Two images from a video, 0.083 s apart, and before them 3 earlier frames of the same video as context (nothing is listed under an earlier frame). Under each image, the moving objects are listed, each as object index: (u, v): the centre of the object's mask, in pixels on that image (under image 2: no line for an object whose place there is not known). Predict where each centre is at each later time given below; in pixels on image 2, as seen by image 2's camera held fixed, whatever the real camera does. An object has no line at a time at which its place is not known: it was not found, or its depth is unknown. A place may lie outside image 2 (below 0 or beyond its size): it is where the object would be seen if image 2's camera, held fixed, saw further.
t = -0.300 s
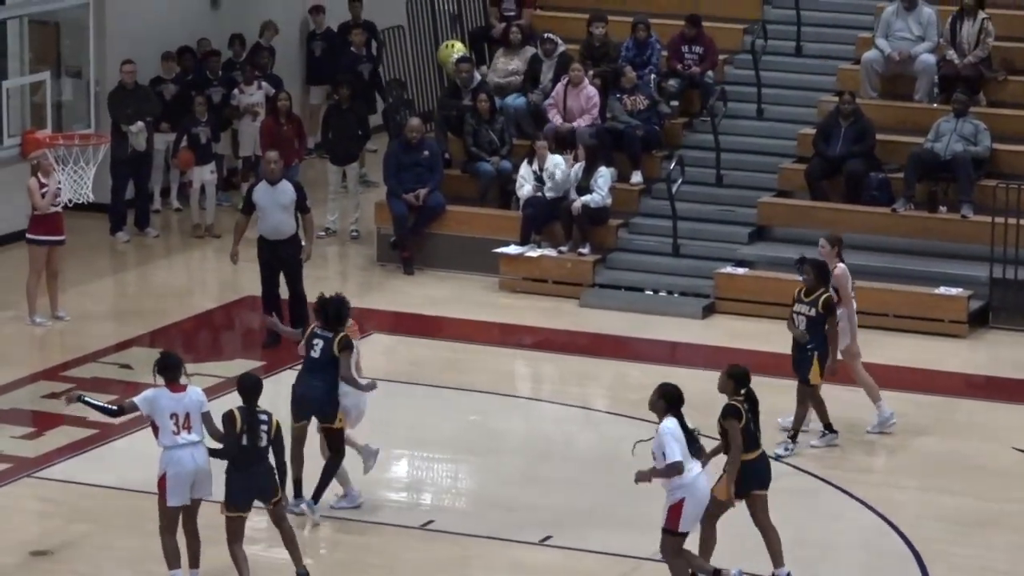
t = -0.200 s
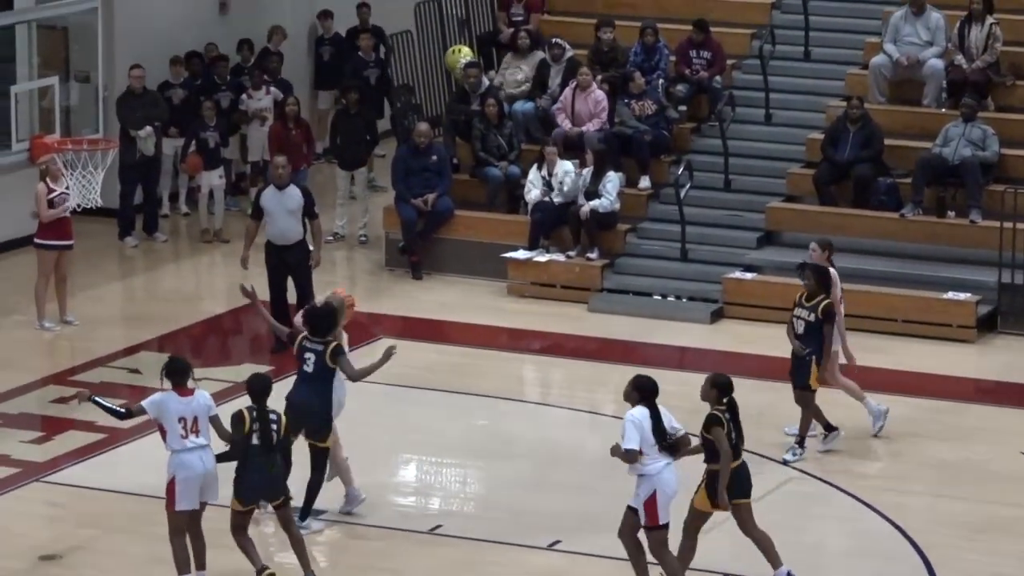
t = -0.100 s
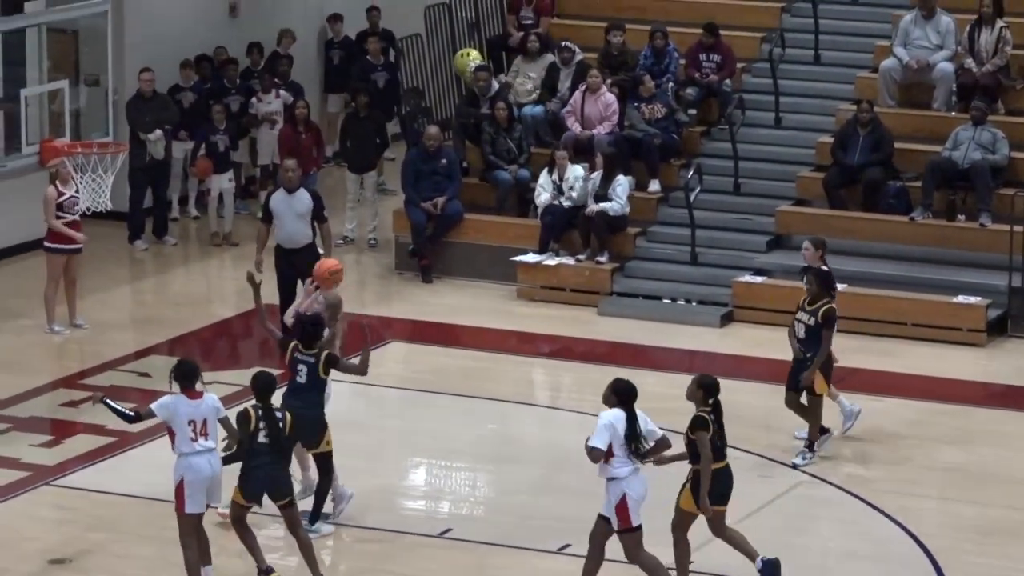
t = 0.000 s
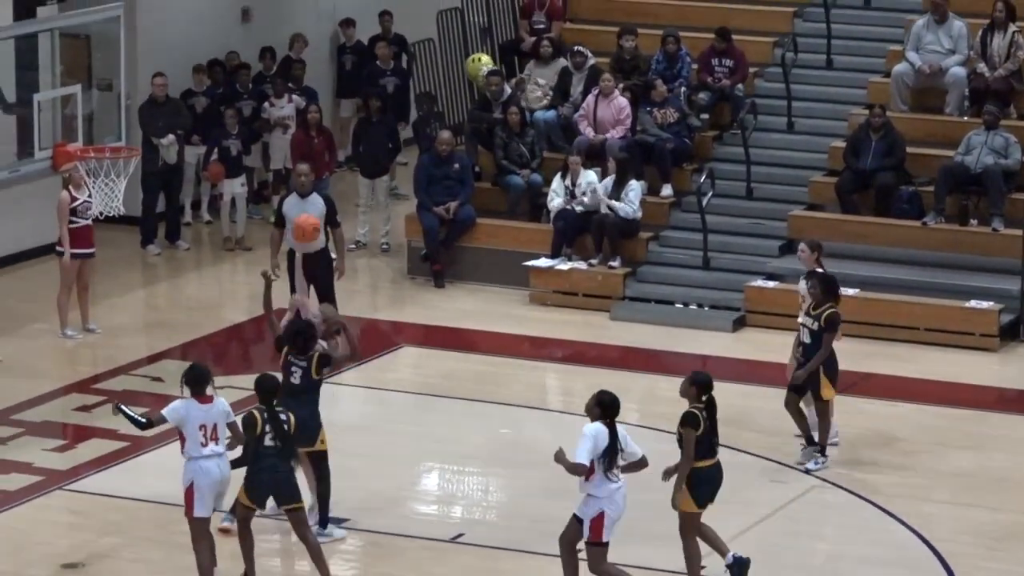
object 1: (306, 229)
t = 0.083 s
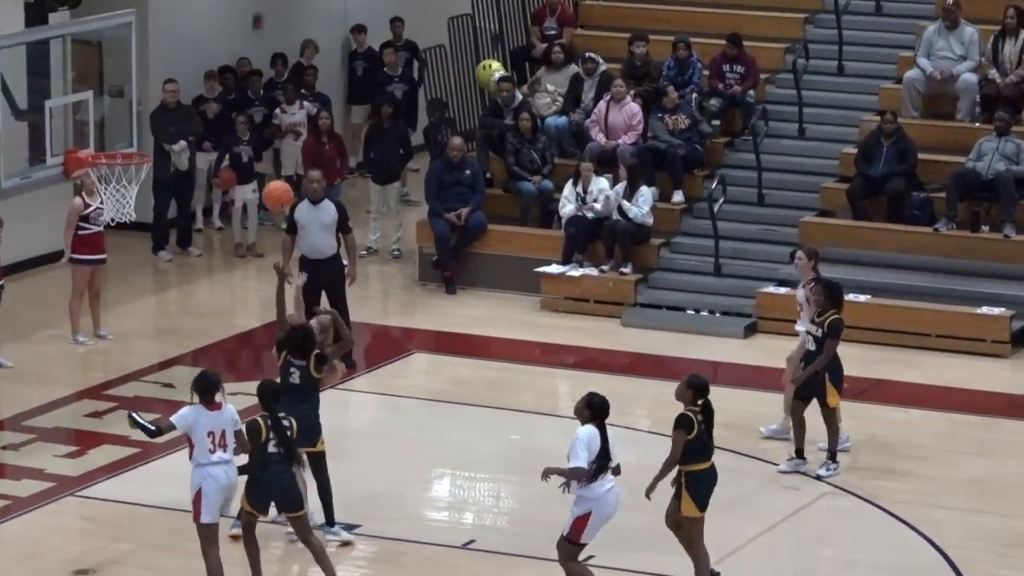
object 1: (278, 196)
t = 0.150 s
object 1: (246, 171)
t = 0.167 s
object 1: (239, 165)
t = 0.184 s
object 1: (230, 161)
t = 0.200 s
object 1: (223, 155)
